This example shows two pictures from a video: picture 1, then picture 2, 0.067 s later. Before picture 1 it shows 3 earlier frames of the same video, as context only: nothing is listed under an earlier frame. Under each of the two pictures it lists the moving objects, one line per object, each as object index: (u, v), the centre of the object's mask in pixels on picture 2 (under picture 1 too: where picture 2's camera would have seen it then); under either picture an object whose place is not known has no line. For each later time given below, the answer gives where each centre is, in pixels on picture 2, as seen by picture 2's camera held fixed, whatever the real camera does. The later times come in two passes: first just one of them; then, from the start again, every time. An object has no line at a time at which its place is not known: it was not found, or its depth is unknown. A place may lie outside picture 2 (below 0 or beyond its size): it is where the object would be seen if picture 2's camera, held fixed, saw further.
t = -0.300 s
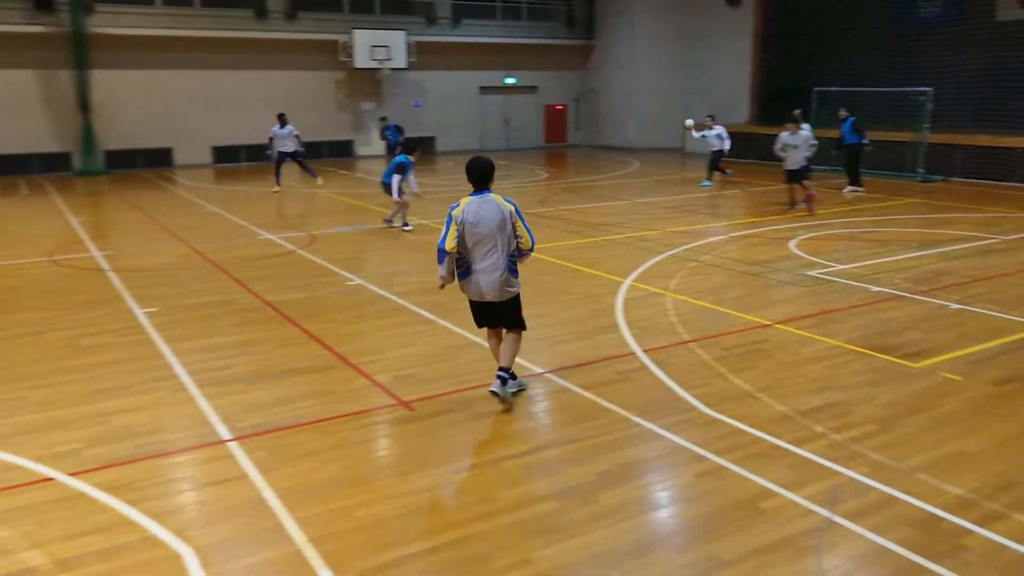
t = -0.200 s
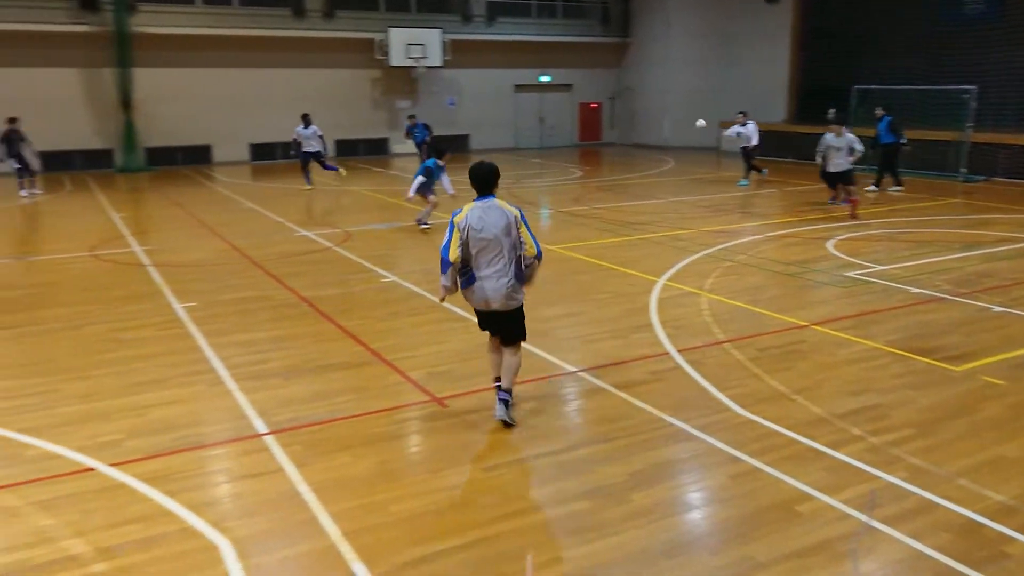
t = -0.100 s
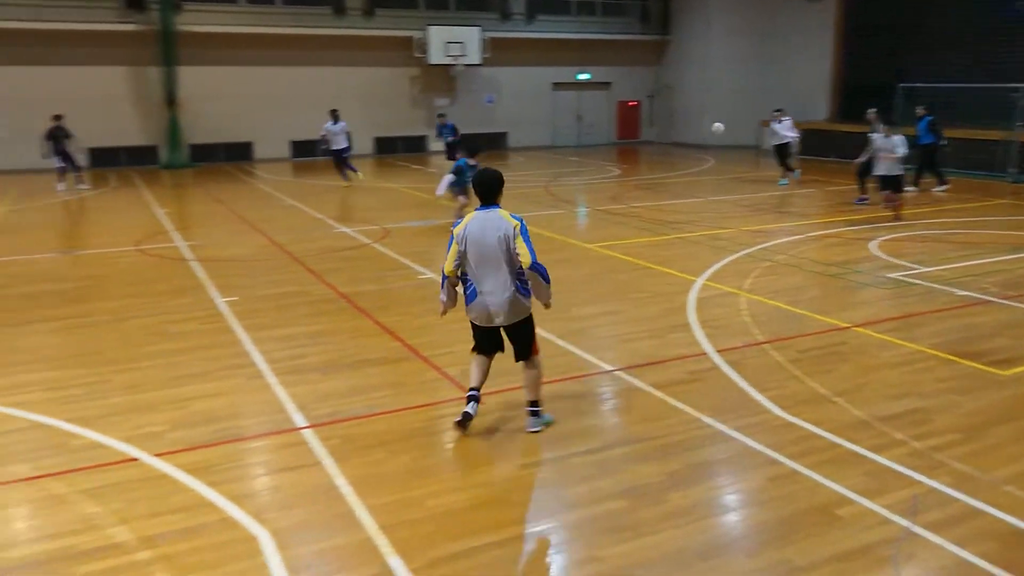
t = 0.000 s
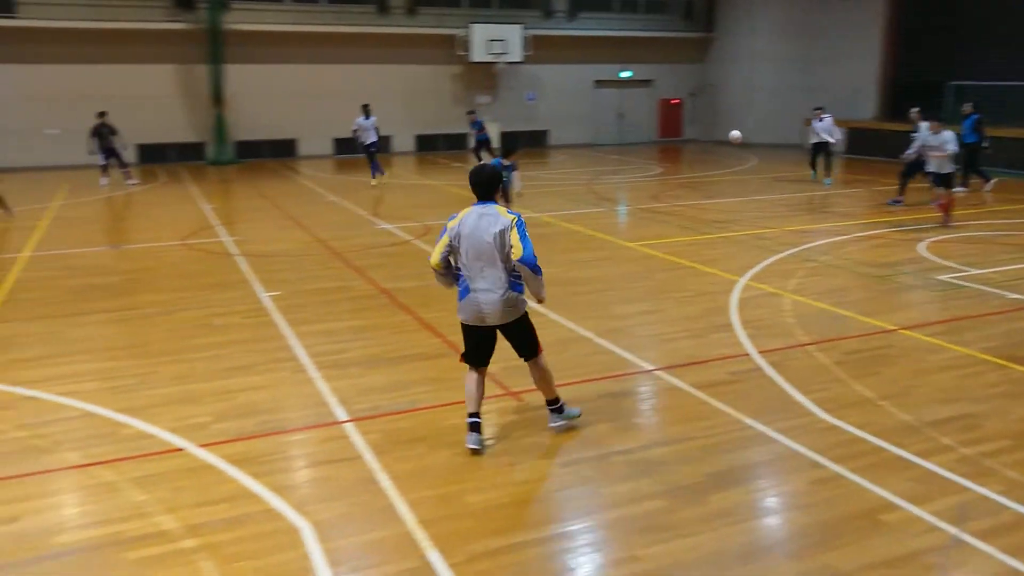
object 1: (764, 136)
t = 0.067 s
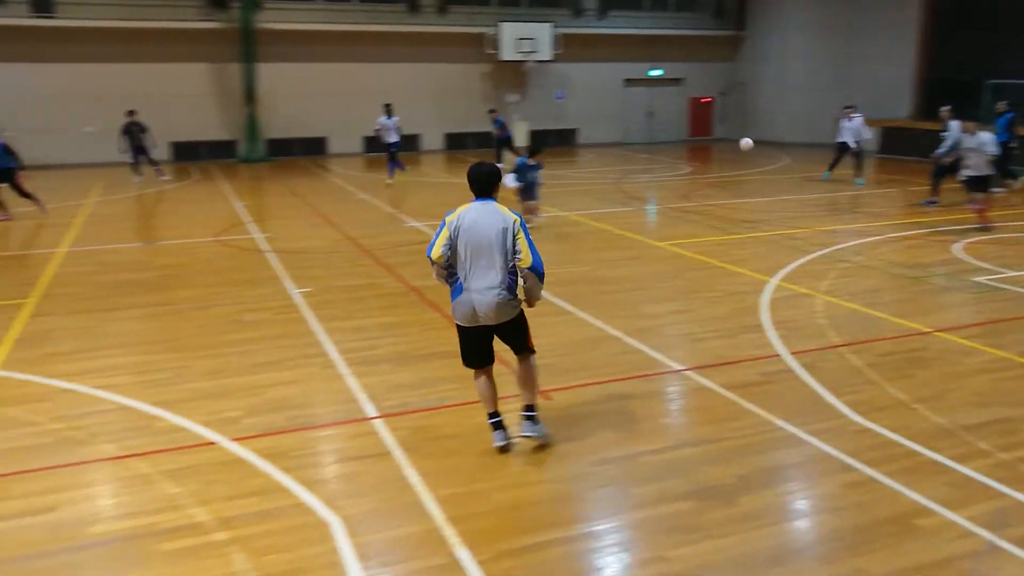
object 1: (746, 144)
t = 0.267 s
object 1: (679, 188)
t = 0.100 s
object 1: (735, 150)
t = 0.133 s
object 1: (726, 155)
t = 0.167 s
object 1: (715, 163)
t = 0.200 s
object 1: (703, 170)
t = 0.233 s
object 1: (691, 179)
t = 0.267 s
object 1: (679, 188)
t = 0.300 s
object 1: (664, 199)
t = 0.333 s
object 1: (650, 213)
